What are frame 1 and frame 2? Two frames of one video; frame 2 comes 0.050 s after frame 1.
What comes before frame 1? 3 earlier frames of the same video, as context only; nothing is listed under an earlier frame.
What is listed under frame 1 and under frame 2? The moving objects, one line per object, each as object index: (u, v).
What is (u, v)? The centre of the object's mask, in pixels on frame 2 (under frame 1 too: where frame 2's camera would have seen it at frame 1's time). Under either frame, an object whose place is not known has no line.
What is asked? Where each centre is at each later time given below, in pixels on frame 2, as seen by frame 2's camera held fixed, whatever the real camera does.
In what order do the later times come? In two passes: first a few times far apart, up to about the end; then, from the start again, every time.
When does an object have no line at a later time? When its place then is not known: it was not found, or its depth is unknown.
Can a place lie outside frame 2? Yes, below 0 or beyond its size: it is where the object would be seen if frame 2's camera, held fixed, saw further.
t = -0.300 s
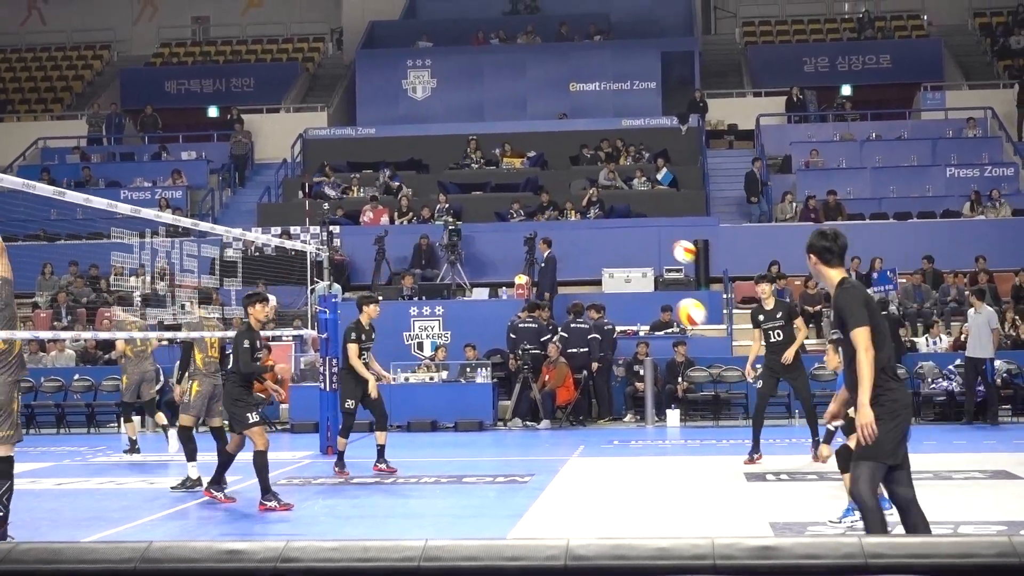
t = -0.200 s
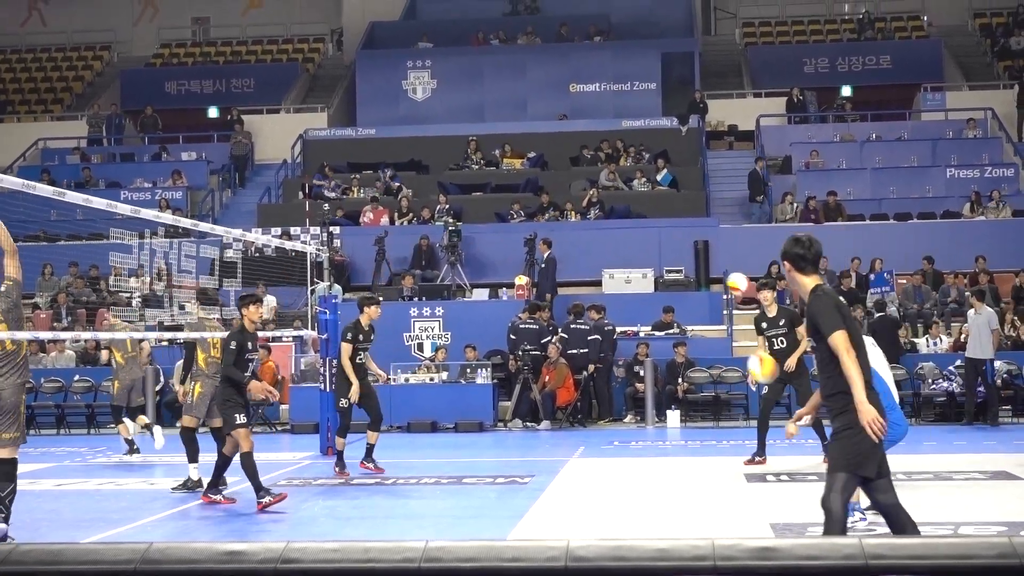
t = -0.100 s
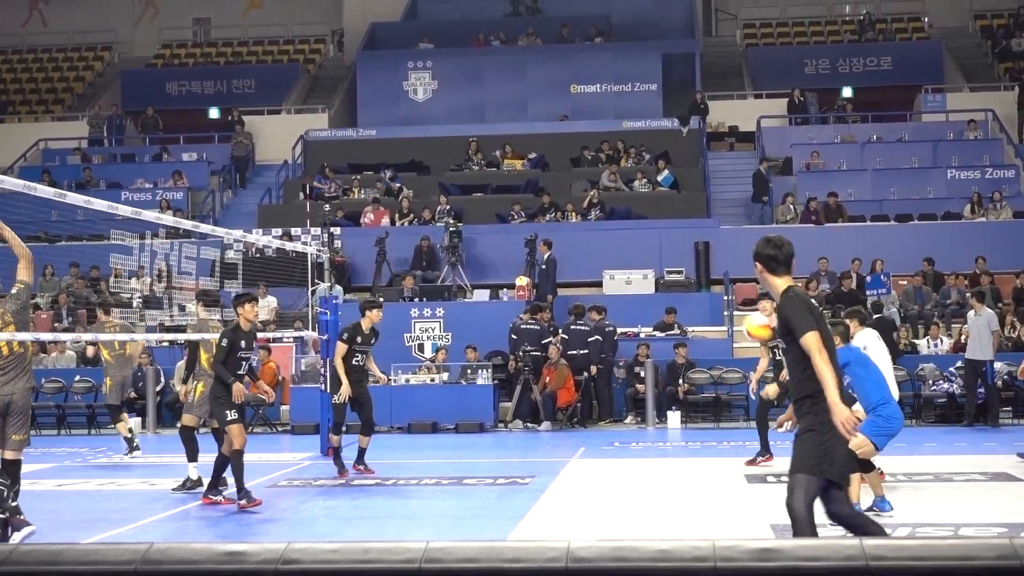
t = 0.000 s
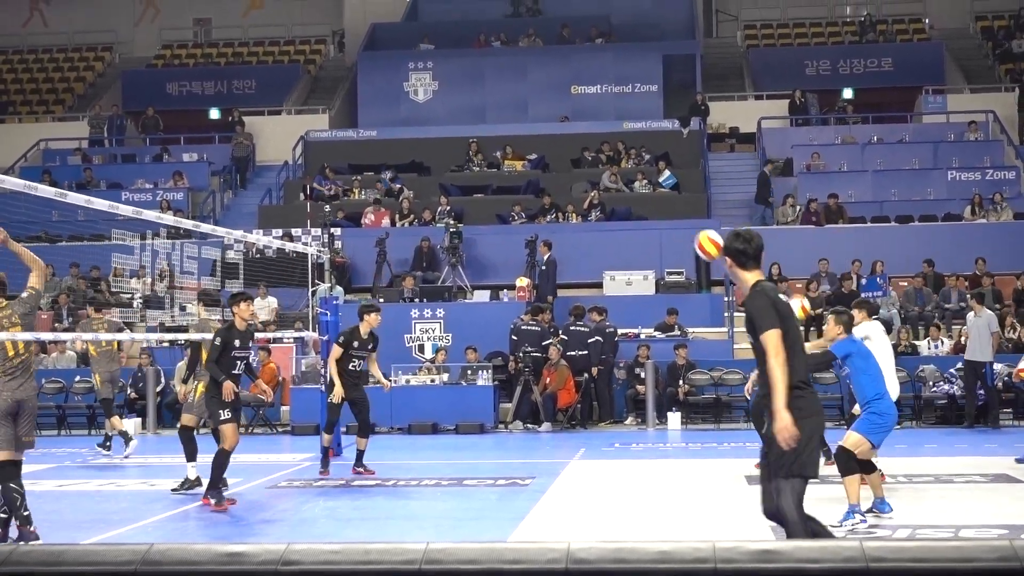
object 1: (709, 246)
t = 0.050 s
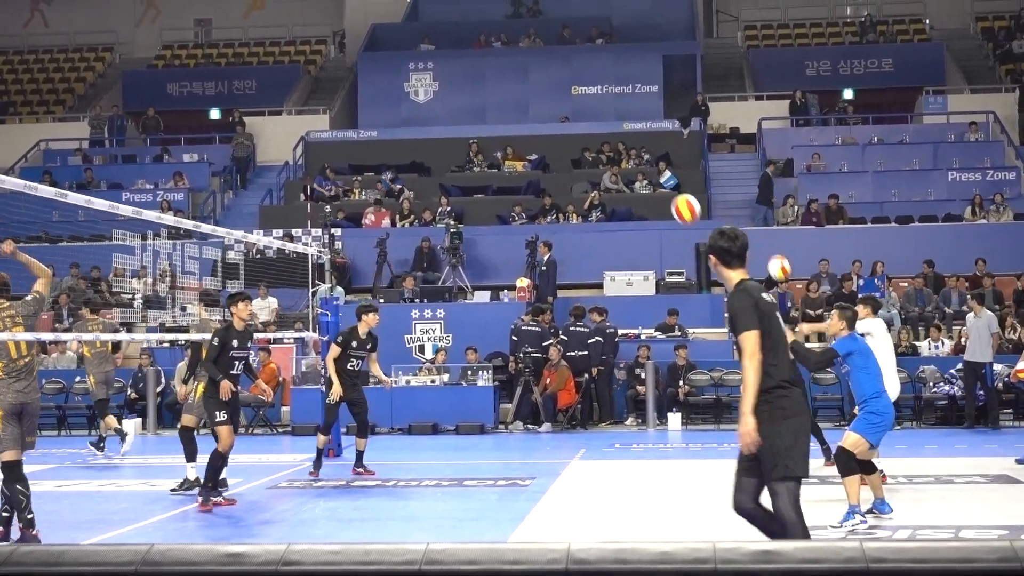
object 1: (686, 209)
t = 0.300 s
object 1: (577, 81)
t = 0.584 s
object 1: (467, 38)
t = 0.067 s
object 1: (678, 198)
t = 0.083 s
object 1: (671, 187)
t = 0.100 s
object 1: (663, 177)
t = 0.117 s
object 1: (655, 166)
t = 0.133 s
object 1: (648, 157)
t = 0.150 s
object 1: (640, 148)
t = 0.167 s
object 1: (633, 139)
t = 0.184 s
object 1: (626, 131)
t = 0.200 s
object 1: (619, 122)
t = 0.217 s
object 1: (611, 114)
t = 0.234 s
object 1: (605, 107)
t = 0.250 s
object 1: (598, 100)
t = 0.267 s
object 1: (591, 93)
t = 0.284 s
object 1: (584, 87)
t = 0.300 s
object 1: (577, 81)
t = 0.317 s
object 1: (570, 76)
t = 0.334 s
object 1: (564, 71)
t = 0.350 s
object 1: (557, 66)
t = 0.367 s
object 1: (550, 62)
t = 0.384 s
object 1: (544, 58)
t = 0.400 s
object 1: (537, 54)
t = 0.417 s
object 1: (531, 51)
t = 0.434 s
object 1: (524, 48)
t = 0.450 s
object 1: (517, 46)
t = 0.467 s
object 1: (511, 43)
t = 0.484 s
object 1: (505, 42)
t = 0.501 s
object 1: (499, 40)
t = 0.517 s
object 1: (492, 39)
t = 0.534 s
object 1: (486, 38)
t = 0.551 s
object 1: (480, 38)
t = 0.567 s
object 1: (474, 38)
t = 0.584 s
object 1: (467, 38)
